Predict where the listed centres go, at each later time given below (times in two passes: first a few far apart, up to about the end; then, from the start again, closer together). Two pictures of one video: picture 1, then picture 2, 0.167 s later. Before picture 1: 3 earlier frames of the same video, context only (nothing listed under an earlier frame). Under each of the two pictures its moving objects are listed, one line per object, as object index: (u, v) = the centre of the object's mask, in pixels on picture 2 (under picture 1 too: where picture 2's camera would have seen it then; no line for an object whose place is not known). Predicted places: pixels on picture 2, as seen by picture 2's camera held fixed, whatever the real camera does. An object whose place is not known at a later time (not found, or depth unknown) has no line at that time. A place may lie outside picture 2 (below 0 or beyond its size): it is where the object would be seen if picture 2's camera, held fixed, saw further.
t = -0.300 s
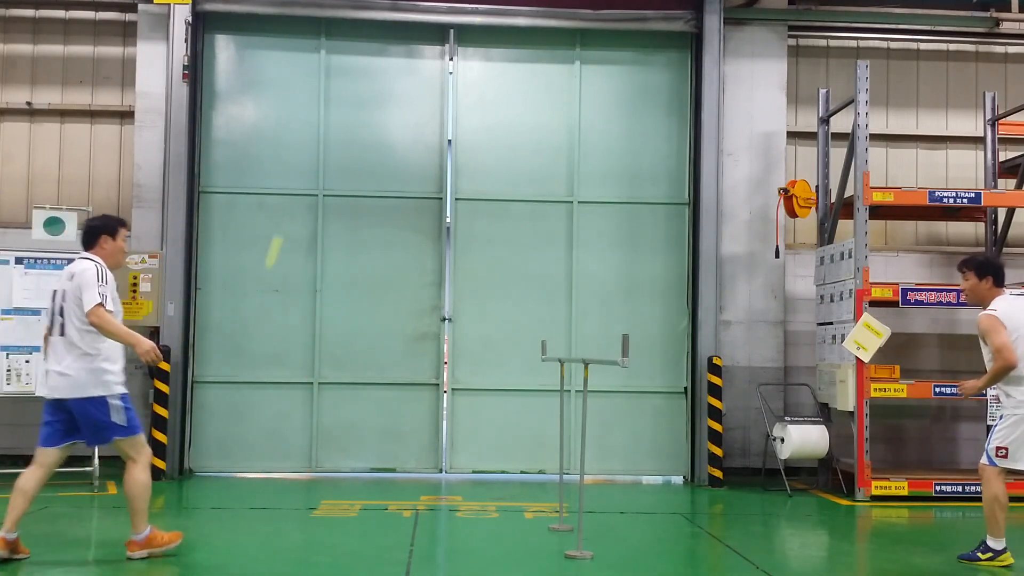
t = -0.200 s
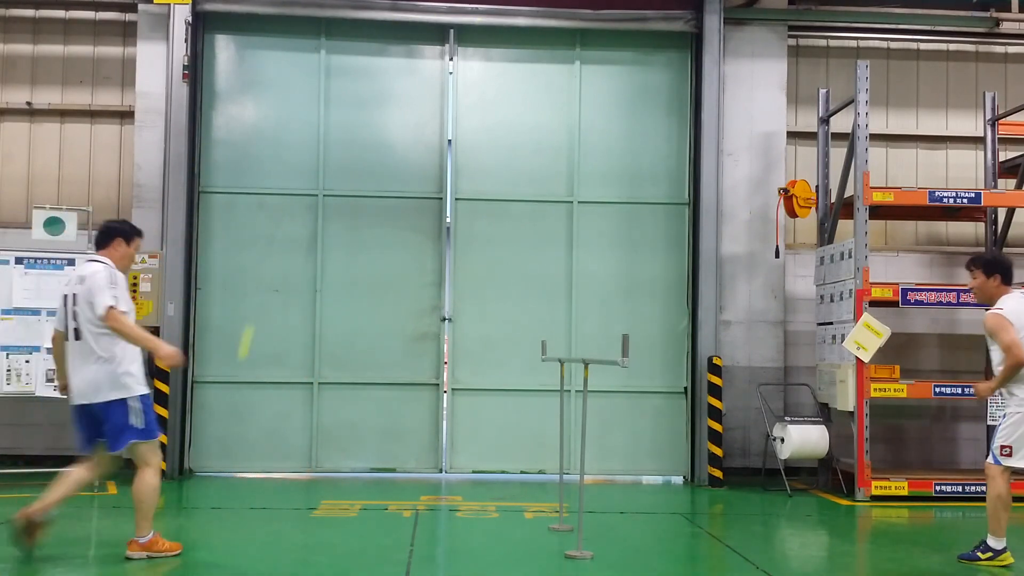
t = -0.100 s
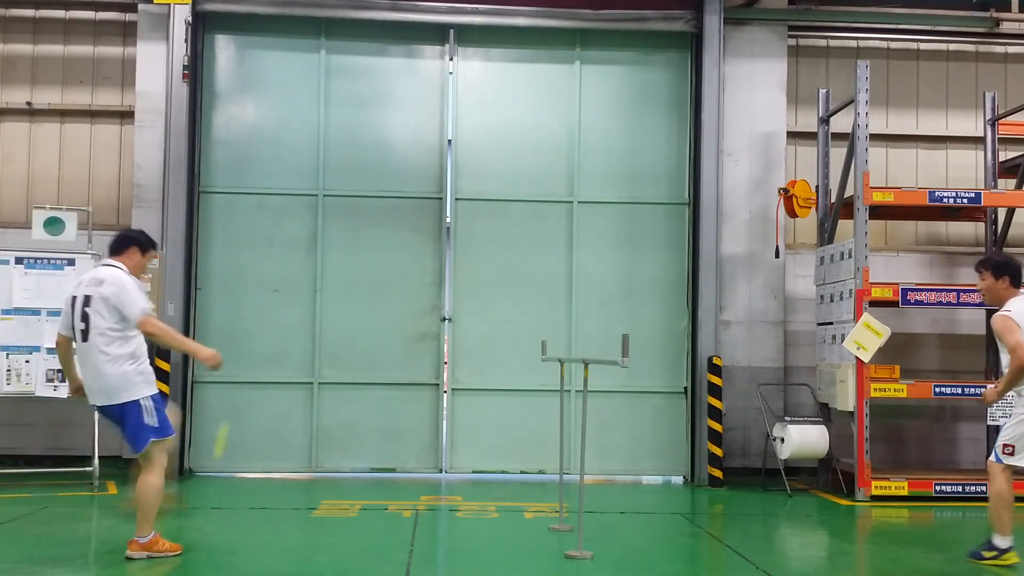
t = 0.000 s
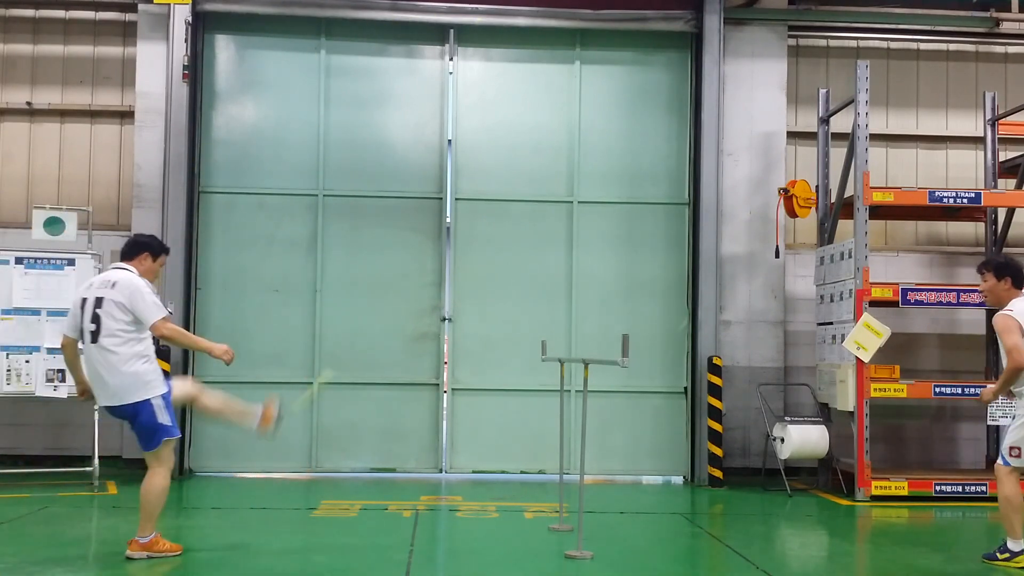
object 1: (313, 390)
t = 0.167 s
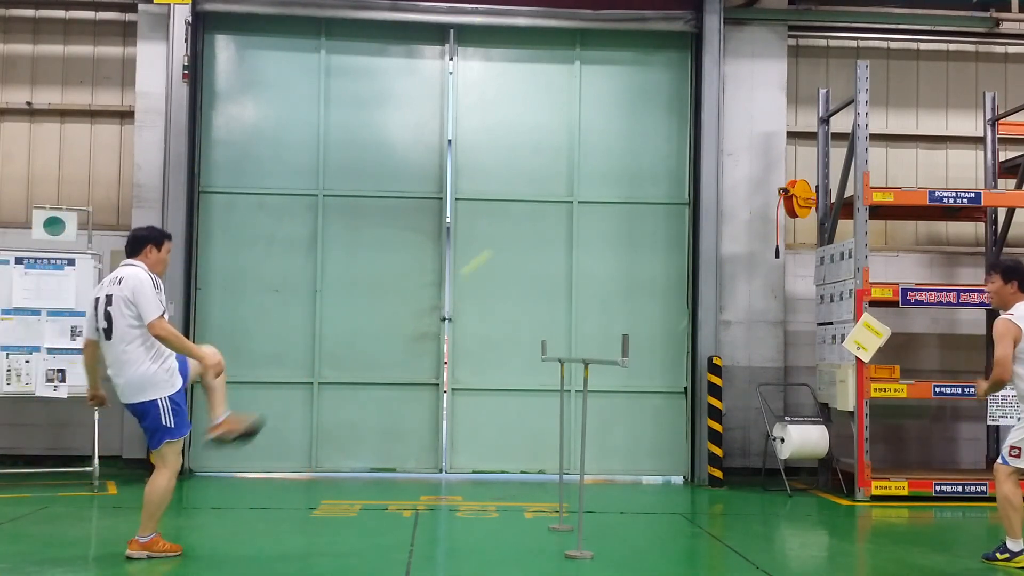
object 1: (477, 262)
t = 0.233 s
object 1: (528, 230)
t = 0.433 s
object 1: (662, 195)
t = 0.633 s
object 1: (767, 222)
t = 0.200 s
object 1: (503, 244)
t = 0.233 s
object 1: (528, 230)
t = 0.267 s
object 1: (553, 220)
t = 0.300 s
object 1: (577, 211)
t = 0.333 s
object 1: (600, 204)
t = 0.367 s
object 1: (621, 200)
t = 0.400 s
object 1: (642, 197)
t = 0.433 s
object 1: (662, 195)
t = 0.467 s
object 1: (682, 195)
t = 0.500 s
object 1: (698, 197)
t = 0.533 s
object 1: (716, 201)
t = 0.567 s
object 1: (734, 206)
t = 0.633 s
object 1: (767, 222)
